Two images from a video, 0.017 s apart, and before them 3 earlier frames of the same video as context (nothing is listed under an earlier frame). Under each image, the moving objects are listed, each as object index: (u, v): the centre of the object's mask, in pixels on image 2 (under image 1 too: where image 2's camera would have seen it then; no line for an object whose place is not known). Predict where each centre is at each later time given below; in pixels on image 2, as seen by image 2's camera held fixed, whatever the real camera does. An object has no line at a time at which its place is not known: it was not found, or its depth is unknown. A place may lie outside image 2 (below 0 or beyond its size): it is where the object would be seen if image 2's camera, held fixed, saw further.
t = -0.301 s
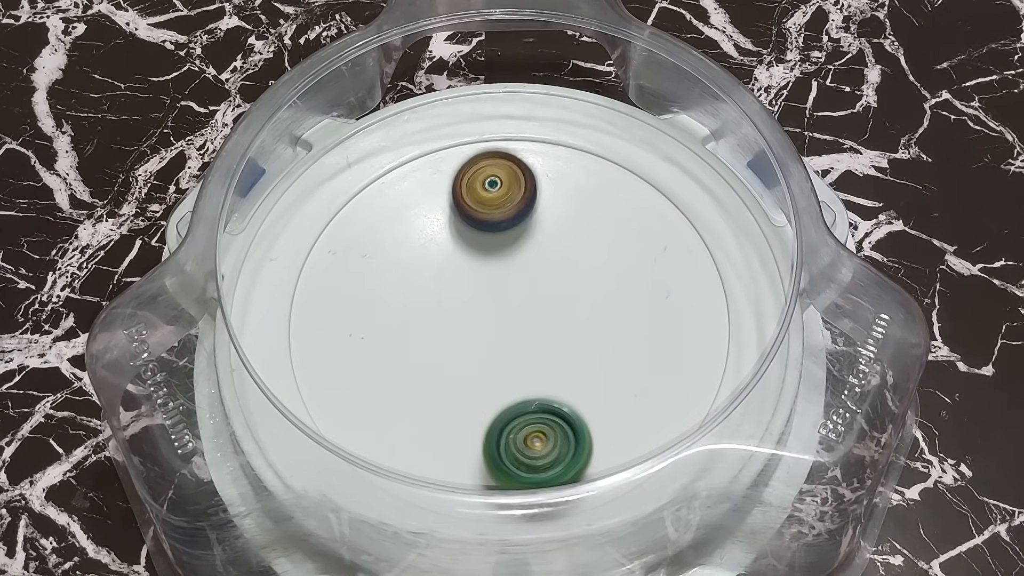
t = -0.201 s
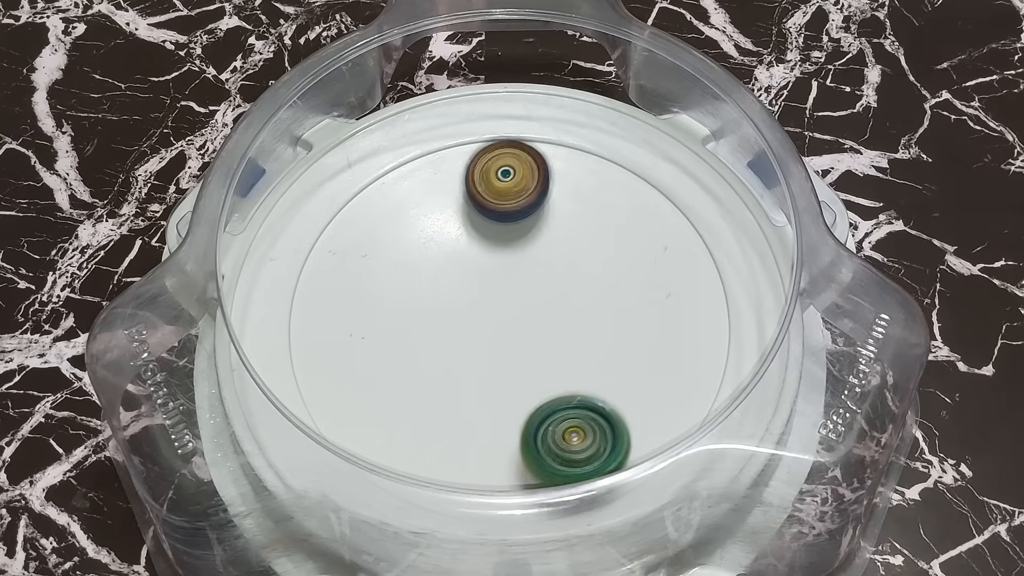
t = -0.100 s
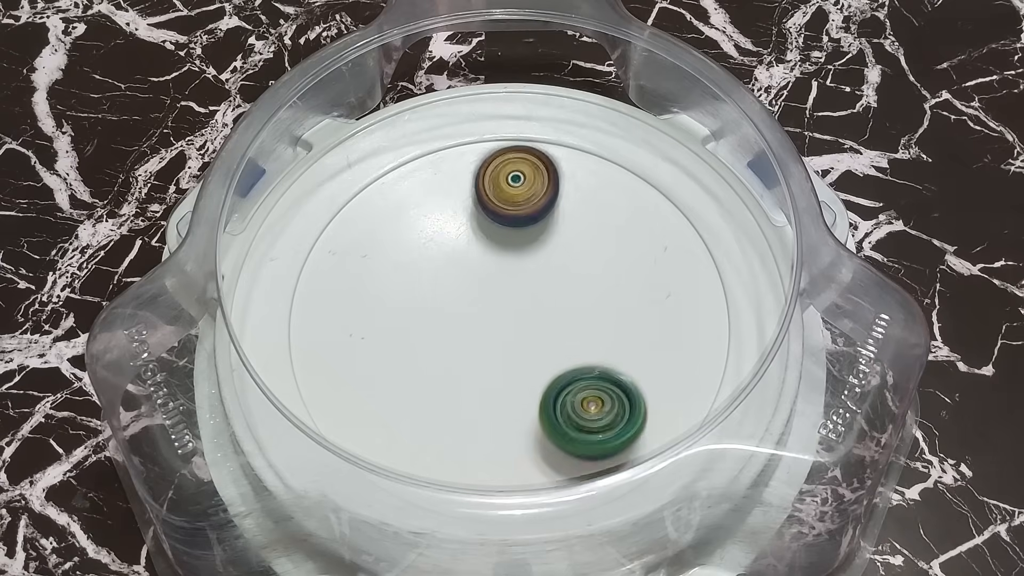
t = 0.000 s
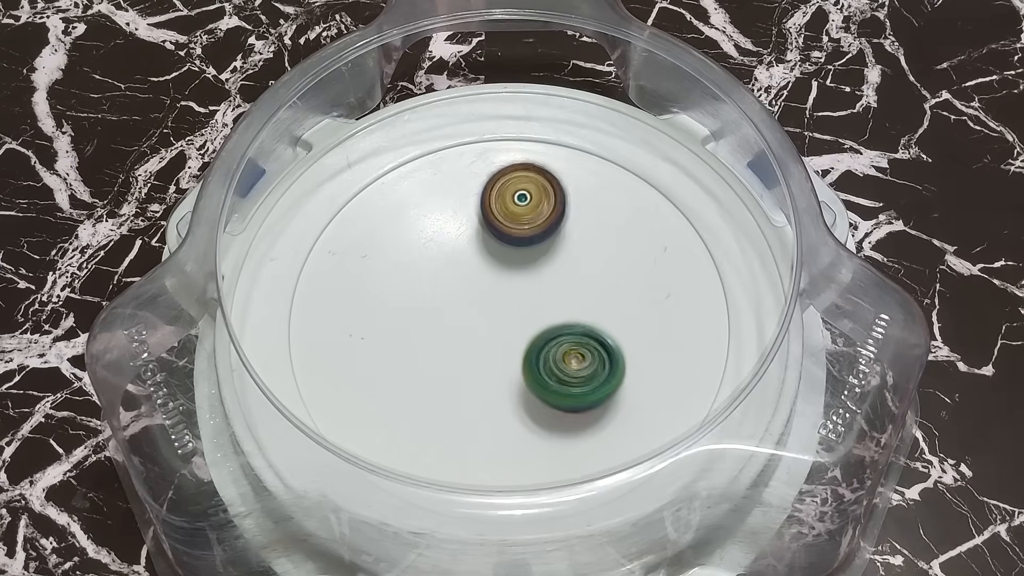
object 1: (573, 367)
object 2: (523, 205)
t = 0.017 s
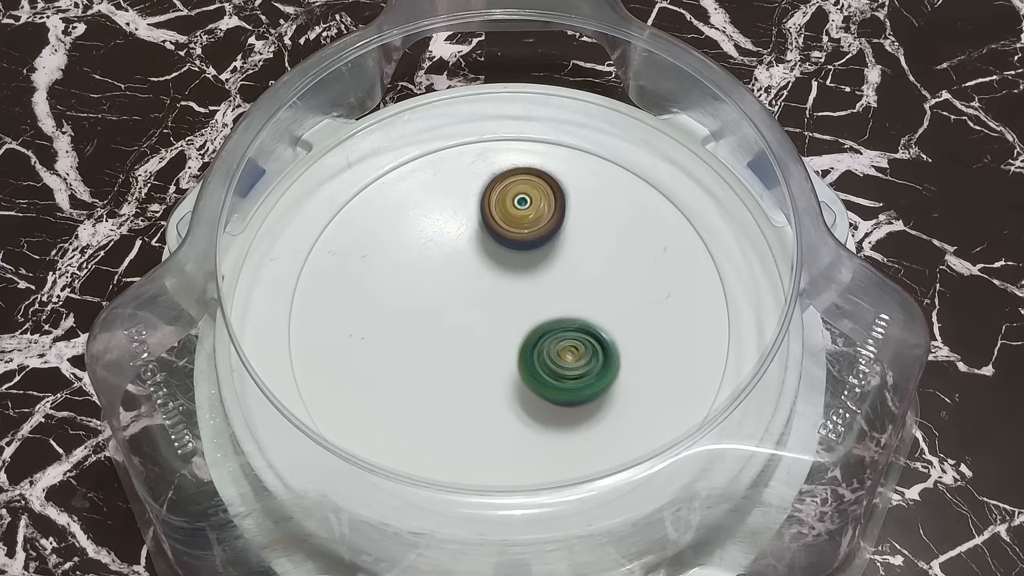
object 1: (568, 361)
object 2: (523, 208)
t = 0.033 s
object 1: (563, 355)
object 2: (523, 212)
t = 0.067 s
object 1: (551, 344)
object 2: (522, 219)
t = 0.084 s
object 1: (544, 339)
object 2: (521, 223)
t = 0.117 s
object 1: (530, 329)
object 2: (520, 230)
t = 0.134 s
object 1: (523, 324)
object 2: (519, 233)
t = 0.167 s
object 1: (506, 328)
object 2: (516, 231)
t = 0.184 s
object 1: (498, 333)
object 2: (514, 225)
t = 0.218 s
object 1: (483, 342)
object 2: (513, 217)
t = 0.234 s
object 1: (476, 346)
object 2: (512, 214)
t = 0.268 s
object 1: (464, 353)
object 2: (512, 213)
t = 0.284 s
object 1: (459, 356)
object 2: (512, 213)
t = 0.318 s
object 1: (451, 361)
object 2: (512, 214)
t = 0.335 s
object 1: (448, 364)
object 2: (511, 216)
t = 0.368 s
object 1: (445, 368)
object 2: (510, 219)
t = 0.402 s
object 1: (442, 372)
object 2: (509, 223)
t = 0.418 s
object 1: (443, 374)
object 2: (508, 225)
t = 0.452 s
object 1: (446, 377)
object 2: (506, 229)
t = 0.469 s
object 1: (447, 378)
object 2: (505, 231)
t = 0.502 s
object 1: (451, 380)
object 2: (502, 235)
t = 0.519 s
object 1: (453, 381)
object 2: (501, 238)
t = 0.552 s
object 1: (457, 382)
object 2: (498, 243)
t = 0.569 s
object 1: (458, 381)
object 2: (497, 245)
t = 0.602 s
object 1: (462, 377)
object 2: (494, 250)
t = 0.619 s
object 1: (462, 375)
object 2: (493, 253)
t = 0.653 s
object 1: (464, 369)
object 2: (490, 258)
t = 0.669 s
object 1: (464, 366)
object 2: (489, 260)
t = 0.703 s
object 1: (464, 359)
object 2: (486, 265)
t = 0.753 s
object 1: (460, 363)
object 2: (485, 259)
